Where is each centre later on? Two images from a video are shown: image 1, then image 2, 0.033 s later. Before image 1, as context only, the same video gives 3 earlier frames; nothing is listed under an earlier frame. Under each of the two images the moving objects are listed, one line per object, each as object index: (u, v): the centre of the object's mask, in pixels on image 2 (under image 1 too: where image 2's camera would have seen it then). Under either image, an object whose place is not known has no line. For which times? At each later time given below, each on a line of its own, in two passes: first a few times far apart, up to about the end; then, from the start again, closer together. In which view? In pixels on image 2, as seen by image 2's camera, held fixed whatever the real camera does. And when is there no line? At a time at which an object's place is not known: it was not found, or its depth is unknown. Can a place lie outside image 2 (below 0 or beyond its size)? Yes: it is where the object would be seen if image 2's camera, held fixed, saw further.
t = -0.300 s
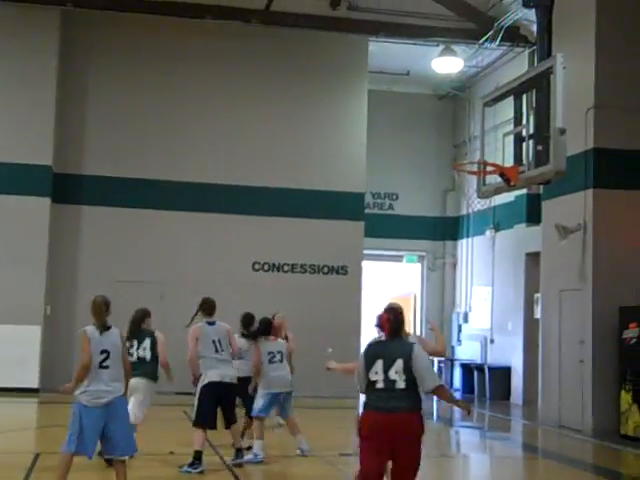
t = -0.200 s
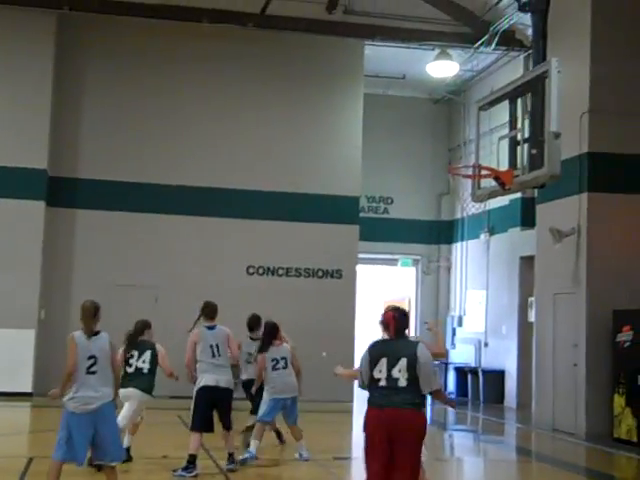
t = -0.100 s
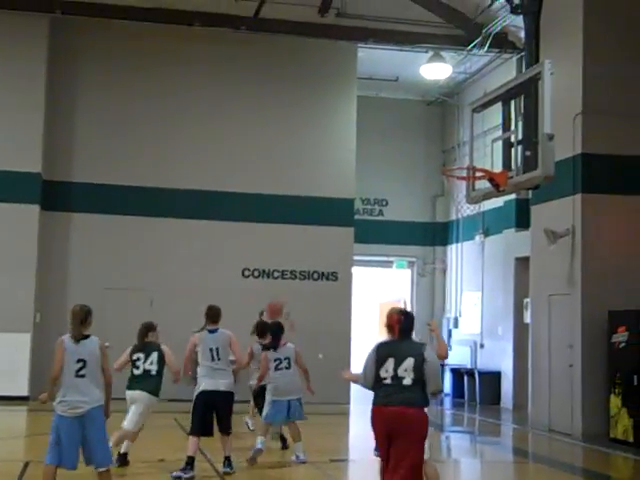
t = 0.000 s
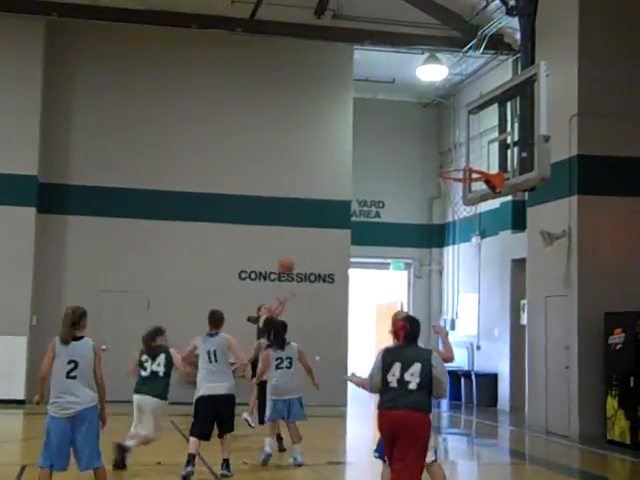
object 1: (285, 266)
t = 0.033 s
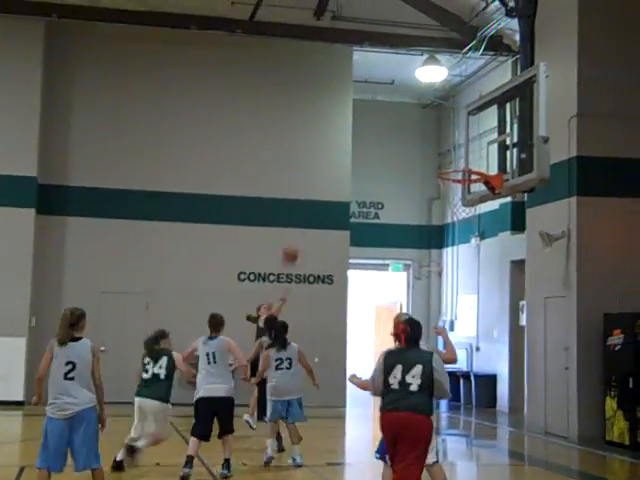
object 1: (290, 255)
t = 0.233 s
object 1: (321, 184)
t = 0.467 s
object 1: (360, 133)
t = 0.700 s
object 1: (403, 119)
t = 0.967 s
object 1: (463, 167)
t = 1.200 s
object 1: (452, 223)
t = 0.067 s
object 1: (295, 241)
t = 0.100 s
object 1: (300, 227)
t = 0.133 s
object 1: (305, 215)
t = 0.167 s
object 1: (311, 206)
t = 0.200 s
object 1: (316, 194)
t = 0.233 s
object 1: (321, 184)
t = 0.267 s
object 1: (327, 174)
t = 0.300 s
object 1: (332, 166)
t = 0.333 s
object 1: (337, 158)
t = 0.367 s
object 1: (343, 150)
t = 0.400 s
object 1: (348, 143)
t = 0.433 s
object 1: (353, 138)
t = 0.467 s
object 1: (360, 133)
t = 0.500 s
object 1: (366, 128)
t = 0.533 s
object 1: (371, 124)
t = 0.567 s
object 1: (378, 121)
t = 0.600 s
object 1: (384, 120)
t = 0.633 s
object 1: (390, 119)
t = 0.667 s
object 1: (396, 118)
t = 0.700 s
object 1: (403, 119)
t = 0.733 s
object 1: (409, 122)
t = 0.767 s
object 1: (417, 125)
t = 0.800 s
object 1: (424, 128)
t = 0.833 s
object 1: (430, 134)
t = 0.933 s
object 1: (453, 156)
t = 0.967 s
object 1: (463, 167)
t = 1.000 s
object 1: (464, 179)
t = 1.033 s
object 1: (463, 188)
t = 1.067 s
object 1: (461, 202)
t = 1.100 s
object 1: (459, 211)
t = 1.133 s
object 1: (457, 214)
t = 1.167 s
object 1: (454, 218)
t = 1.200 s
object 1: (452, 223)
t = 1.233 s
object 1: (451, 229)
